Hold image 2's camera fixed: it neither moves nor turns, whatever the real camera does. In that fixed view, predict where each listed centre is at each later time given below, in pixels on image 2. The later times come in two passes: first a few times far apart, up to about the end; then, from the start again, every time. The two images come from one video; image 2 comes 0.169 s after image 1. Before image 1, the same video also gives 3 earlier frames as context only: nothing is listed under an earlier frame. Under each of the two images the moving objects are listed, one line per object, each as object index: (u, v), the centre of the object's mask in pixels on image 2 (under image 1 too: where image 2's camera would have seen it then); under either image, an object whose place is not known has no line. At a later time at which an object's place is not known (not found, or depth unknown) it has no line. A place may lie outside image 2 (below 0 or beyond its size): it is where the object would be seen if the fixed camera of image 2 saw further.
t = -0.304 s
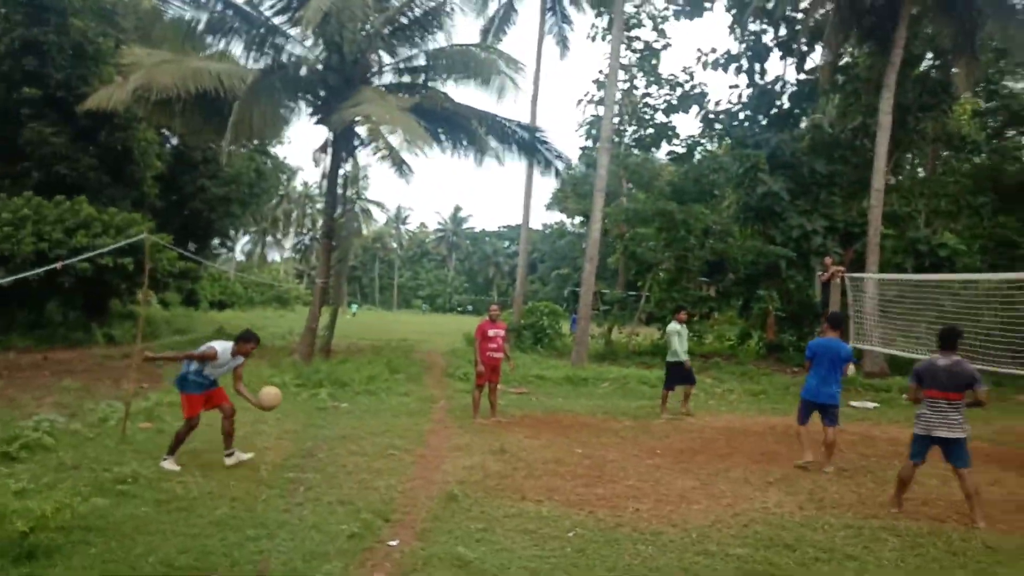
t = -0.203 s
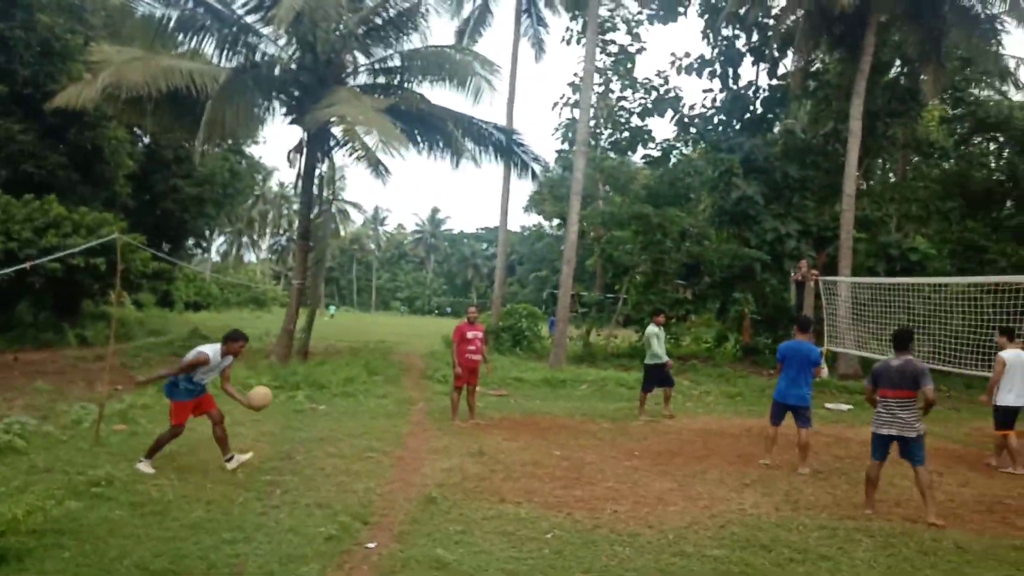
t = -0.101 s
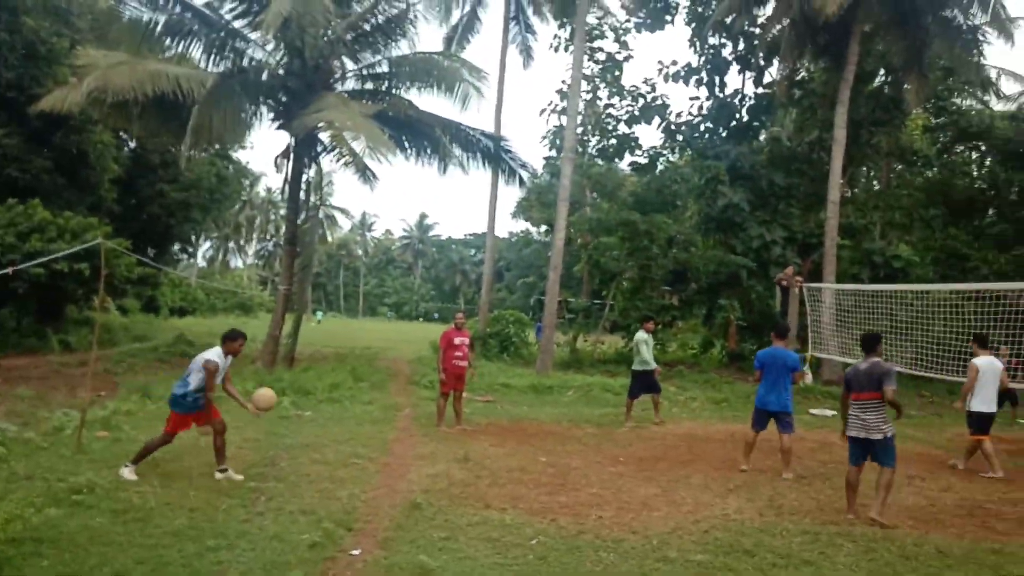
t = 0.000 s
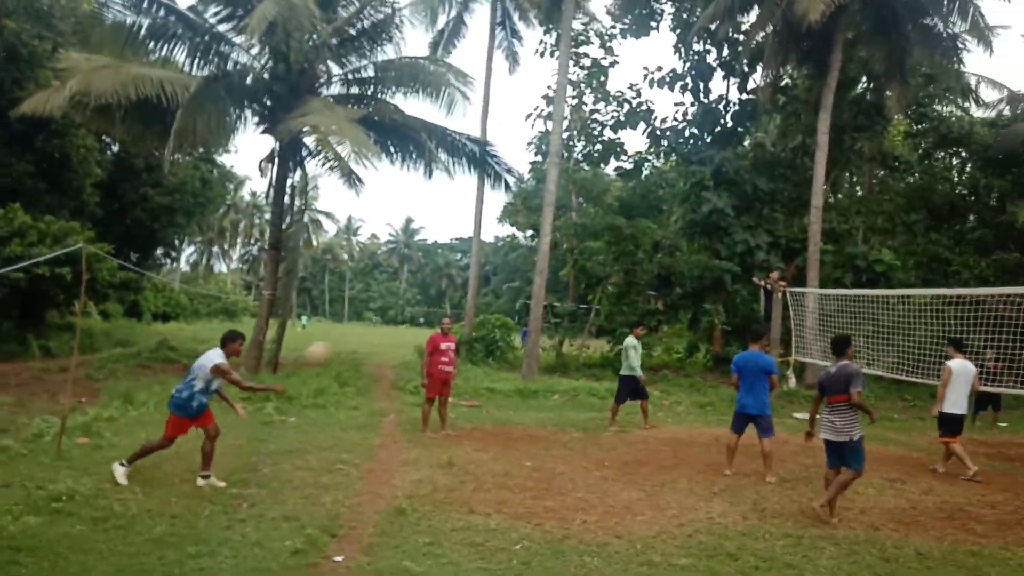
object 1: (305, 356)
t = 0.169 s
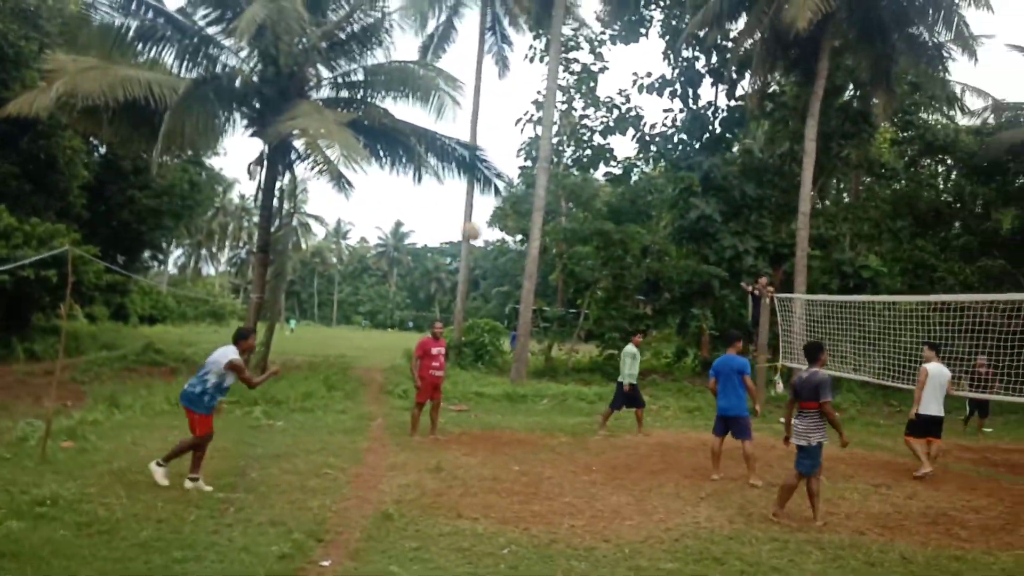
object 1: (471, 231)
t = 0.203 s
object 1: (501, 211)
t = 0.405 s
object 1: (654, 125)
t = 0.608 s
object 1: (781, 87)
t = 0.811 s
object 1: (886, 87)
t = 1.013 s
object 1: (964, 118)
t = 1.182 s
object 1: (1019, 160)
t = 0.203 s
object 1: (501, 211)
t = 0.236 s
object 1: (527, 193)
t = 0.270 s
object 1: (555, 176)
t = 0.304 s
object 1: (581, 162)
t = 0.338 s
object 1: (605, 149)
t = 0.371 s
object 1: (631, 135)
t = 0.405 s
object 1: (654, 125)
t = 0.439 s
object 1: (677, 116)
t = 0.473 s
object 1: (699, 107)
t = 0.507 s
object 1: (720, 100)
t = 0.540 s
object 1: (742, 95)
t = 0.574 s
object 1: (761, 89)
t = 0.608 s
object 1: (781, 87)
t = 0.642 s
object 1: (801, 84)
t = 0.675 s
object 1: (819, 83)
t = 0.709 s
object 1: (837, 83)
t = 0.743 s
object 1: (854, 83)
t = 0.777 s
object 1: (870, 84)
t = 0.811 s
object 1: (886, 87)
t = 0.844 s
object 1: (900, 90)
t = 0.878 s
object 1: (914, 94)
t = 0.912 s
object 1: (928, 98)
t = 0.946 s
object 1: (940, 104)
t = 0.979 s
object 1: (953, 111)
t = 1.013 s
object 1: (964, 118)
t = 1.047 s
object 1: (976, 125)
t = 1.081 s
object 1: (988, 132)
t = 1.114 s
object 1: (999, 141)
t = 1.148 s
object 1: (1009, 151)
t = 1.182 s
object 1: (1019, 160)
